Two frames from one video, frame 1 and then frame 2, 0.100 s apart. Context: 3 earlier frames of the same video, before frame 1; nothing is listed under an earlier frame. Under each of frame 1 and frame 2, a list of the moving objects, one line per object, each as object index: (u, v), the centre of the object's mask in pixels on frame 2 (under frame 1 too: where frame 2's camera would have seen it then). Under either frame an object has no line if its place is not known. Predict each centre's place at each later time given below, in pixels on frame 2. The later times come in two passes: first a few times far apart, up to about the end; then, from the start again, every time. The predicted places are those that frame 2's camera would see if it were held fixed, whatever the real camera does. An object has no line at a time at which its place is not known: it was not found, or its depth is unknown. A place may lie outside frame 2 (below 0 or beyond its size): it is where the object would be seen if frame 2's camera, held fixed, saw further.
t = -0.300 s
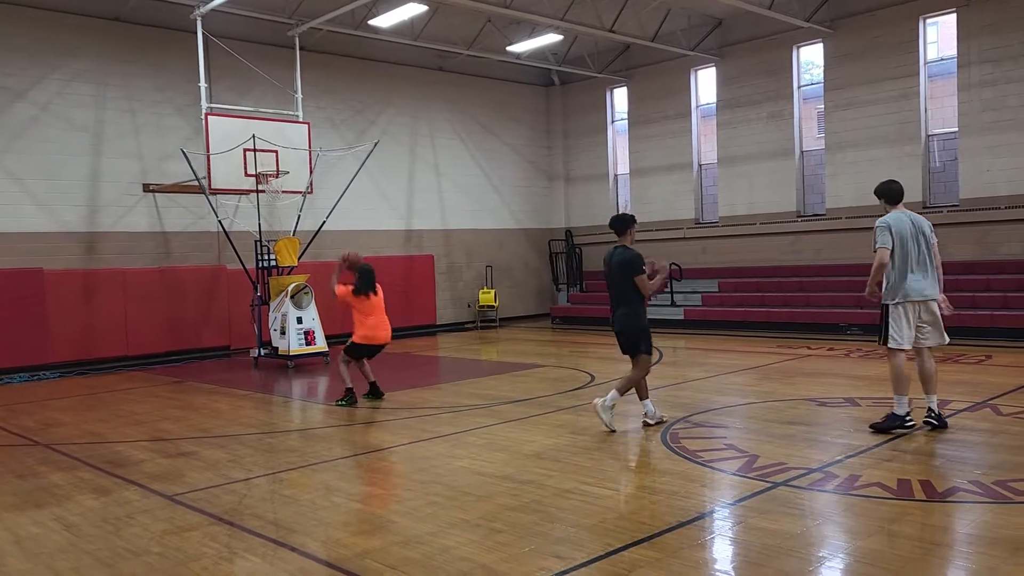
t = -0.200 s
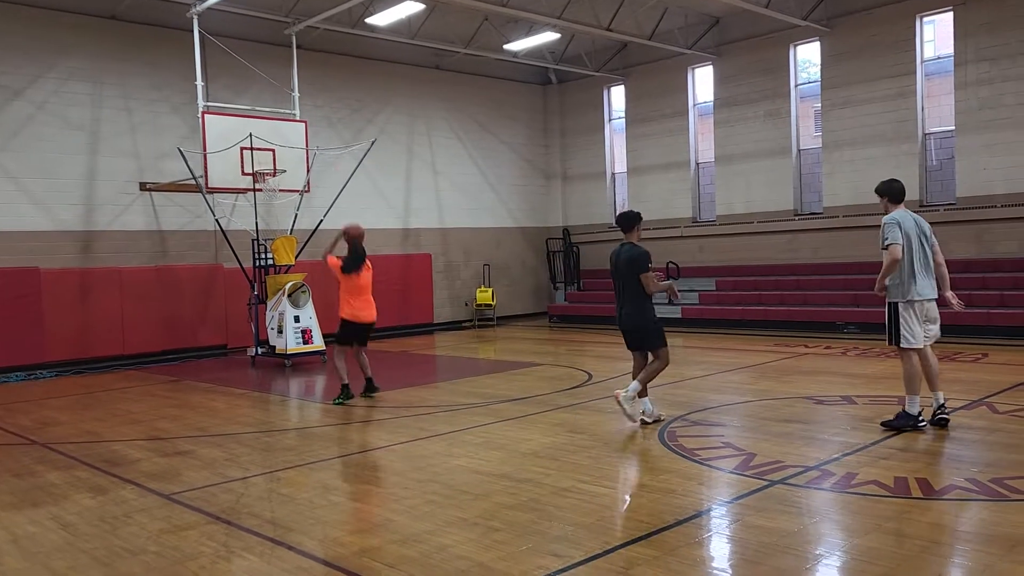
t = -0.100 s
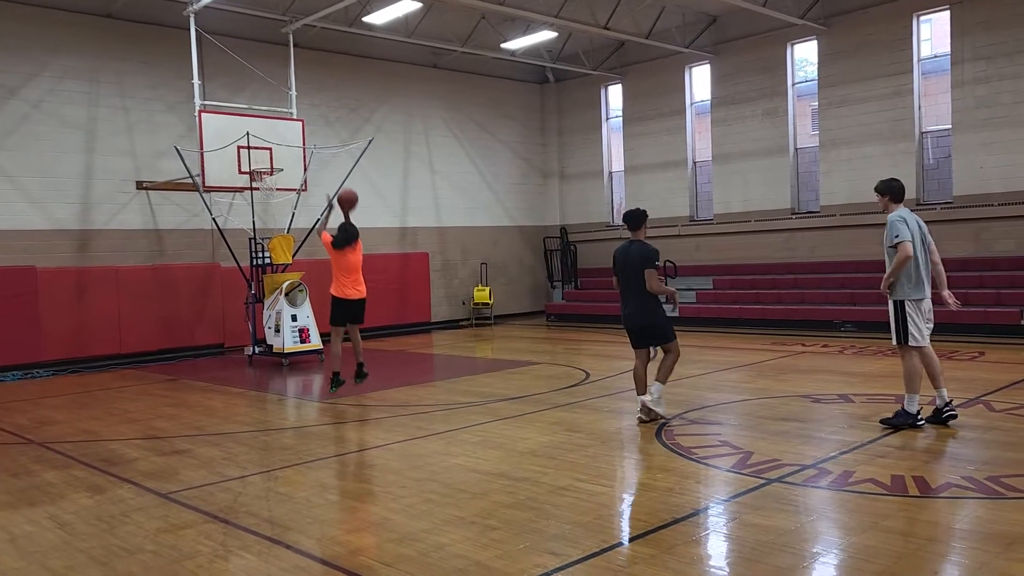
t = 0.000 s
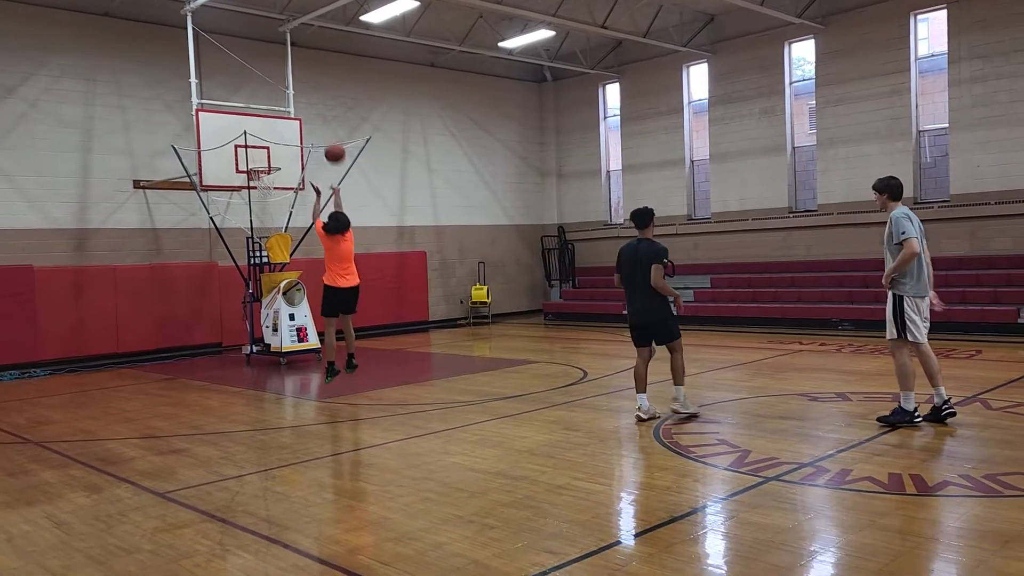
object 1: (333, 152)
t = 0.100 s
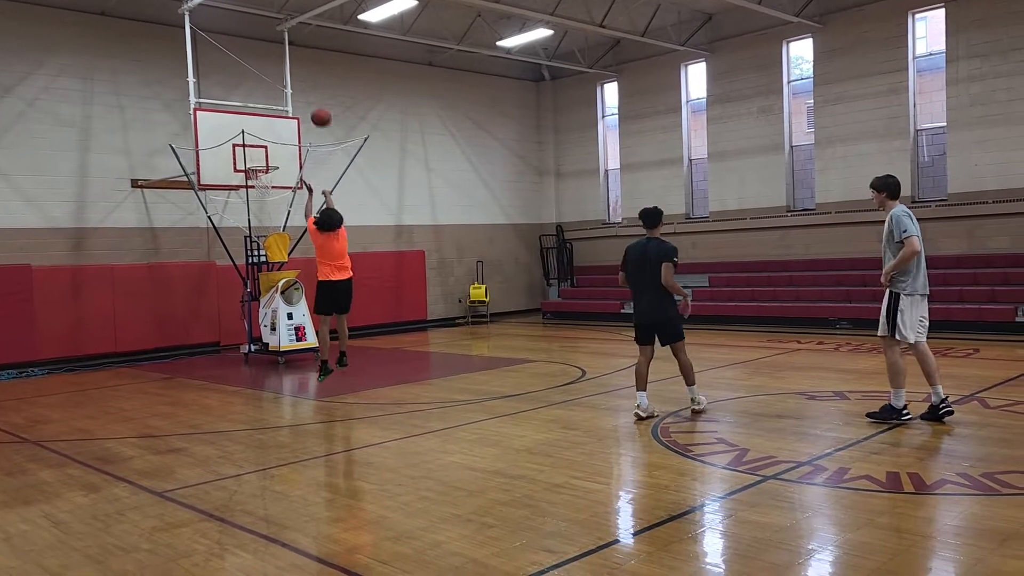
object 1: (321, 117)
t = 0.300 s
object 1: (301, 77)
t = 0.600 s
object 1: (279, 77)
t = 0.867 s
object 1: (267, 125)
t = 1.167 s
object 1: (261, 201)
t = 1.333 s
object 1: (259, 243)
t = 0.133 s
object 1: (317, 107)
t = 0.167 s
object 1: (314, 100)
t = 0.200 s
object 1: (310, 92)
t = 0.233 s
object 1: (307, 86)
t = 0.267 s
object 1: (304, 81)
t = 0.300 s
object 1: (301, 77)
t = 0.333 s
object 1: (299, 73)
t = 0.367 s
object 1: (296, 71)
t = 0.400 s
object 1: (293, 69)
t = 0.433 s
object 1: (290, 68)
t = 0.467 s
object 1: (288, 69)
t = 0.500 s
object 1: (286, 69)
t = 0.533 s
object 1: (283, 71)
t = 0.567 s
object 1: (281, 73)
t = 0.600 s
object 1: (279, 77)
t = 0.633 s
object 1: (277, 80)
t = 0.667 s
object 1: (275, 85)
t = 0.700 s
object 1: (274, 90)
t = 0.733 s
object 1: (272, 96)
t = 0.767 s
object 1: (271, 102)
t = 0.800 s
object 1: (269, 108)
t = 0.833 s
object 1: (268, 117)
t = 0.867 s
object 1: (267, 125)
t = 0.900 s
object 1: (266, 133)
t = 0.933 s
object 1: (265, 143)
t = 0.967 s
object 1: (263, 152)
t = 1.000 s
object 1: (262, 162)
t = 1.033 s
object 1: (262, 174)
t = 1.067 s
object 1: (262, 180)
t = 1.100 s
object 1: (261, 188)
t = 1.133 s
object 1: (261, 193)
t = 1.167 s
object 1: (261, 201)
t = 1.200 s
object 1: (261, 209)
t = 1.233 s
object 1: (261, 217)
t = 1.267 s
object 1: (261, 226)
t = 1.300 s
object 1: (261, 234)
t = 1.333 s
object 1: (259, 243)
